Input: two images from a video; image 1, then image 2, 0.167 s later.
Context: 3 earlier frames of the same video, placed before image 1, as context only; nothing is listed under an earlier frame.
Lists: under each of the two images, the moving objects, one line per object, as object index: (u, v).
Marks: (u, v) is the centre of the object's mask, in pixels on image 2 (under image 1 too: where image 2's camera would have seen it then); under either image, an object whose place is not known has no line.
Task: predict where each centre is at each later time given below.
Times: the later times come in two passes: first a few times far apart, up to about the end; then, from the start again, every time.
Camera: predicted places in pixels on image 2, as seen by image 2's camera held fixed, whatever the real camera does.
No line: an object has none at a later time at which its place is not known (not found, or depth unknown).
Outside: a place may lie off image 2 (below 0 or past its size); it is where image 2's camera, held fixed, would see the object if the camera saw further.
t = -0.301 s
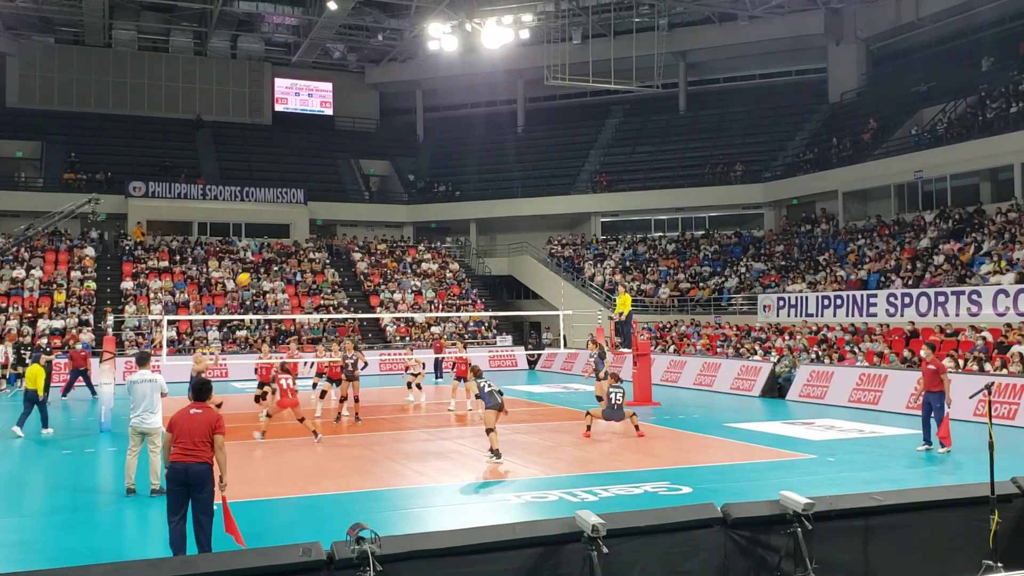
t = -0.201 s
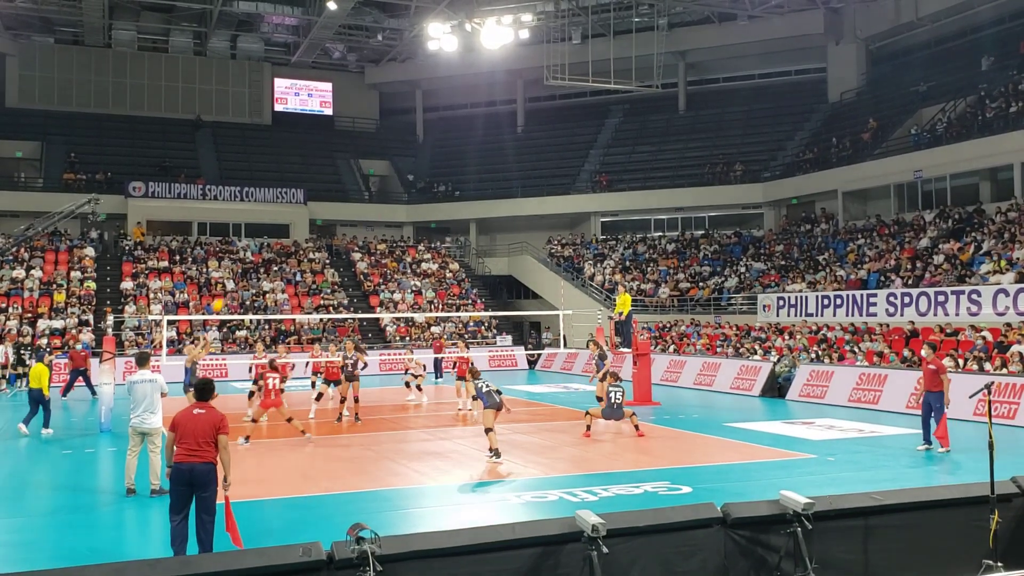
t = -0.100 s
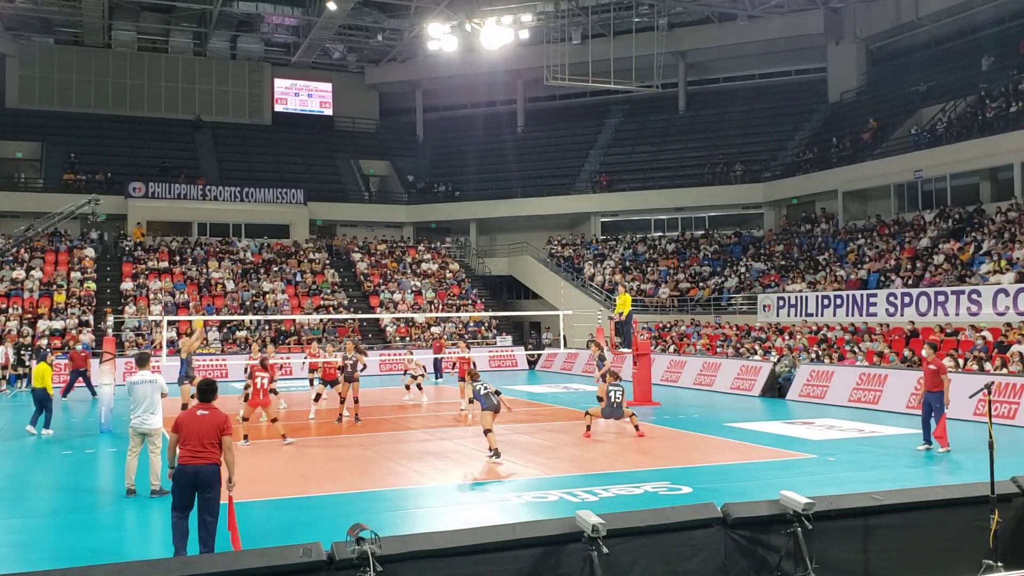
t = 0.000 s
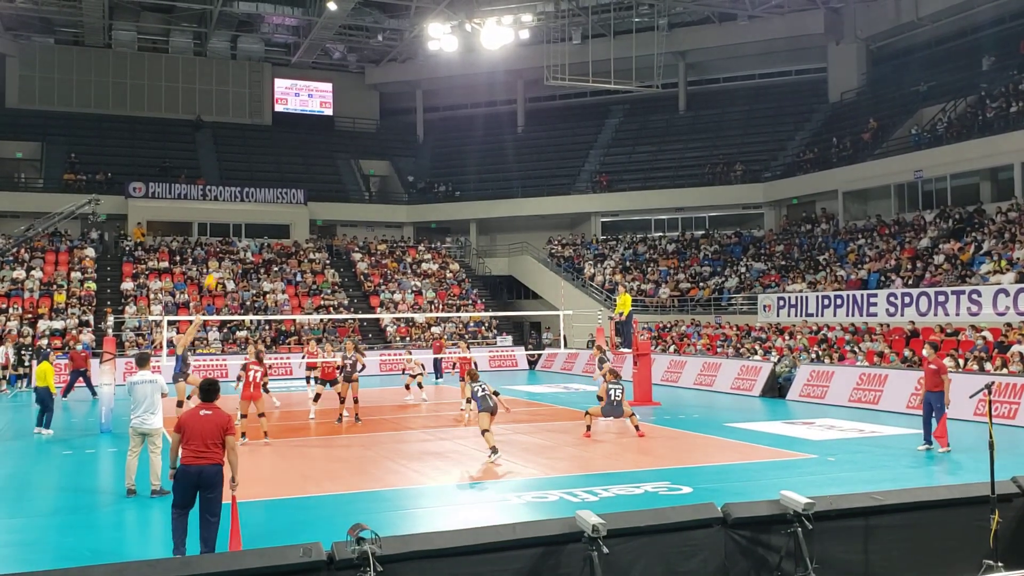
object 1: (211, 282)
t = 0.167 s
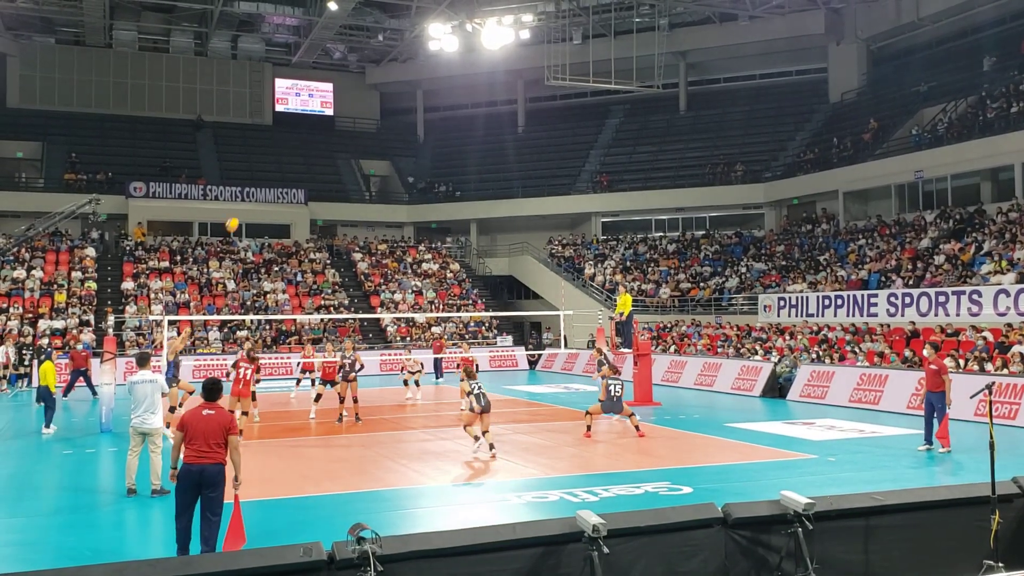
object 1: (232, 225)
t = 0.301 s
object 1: (248, 190)
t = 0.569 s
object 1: (280, 151)
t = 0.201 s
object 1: (236, 215)
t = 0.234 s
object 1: (240, 206)
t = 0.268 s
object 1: (244, 197)
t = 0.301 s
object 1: (248, 190)
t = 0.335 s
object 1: (252, 183)
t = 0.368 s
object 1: (256, 177)
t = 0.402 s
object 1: (260, 171)
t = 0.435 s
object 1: (264, 166)
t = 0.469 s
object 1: (268, 161)
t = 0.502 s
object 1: (272, 157)
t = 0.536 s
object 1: (276, 154)
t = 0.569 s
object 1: (280, 151)
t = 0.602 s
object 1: (284, 149)
